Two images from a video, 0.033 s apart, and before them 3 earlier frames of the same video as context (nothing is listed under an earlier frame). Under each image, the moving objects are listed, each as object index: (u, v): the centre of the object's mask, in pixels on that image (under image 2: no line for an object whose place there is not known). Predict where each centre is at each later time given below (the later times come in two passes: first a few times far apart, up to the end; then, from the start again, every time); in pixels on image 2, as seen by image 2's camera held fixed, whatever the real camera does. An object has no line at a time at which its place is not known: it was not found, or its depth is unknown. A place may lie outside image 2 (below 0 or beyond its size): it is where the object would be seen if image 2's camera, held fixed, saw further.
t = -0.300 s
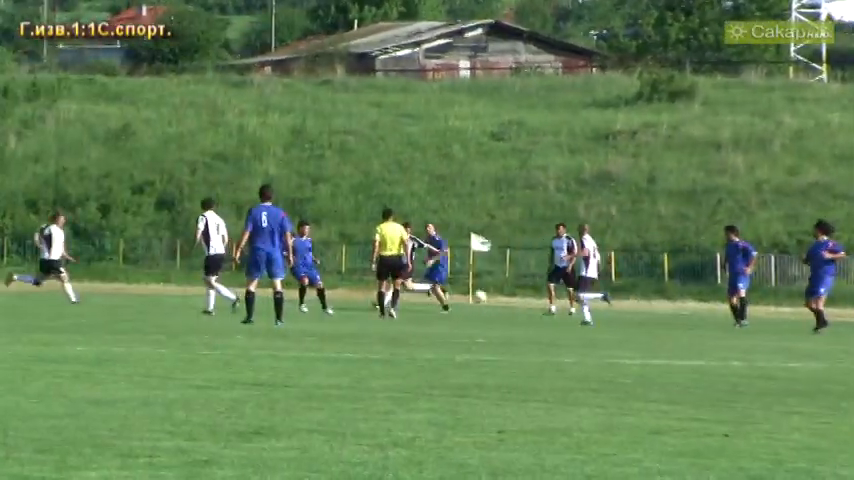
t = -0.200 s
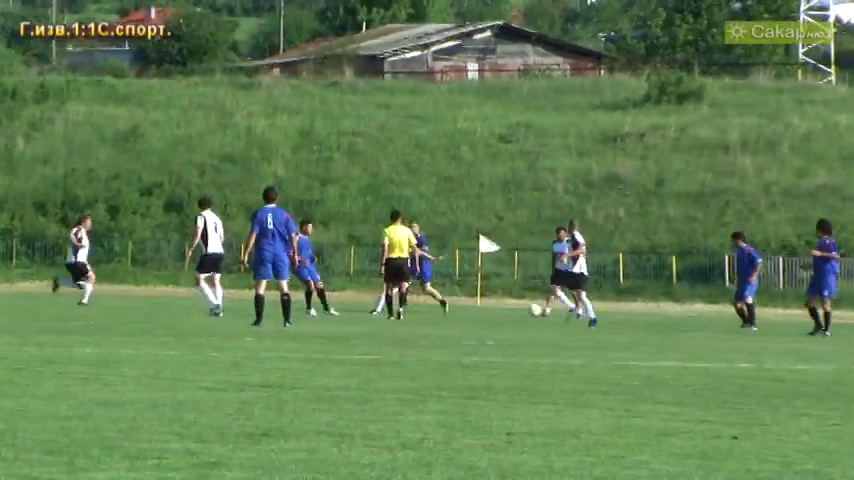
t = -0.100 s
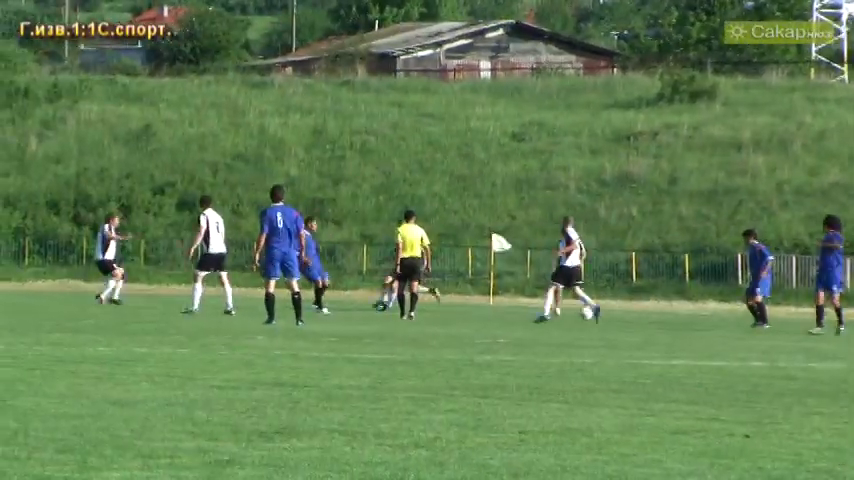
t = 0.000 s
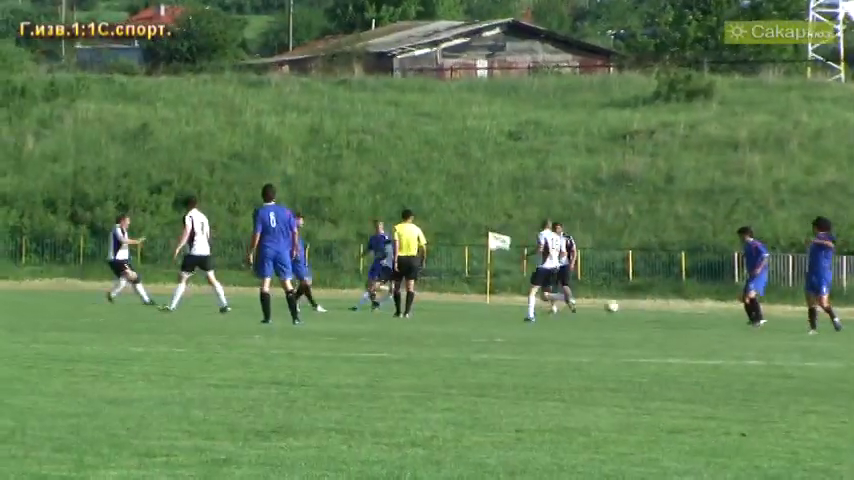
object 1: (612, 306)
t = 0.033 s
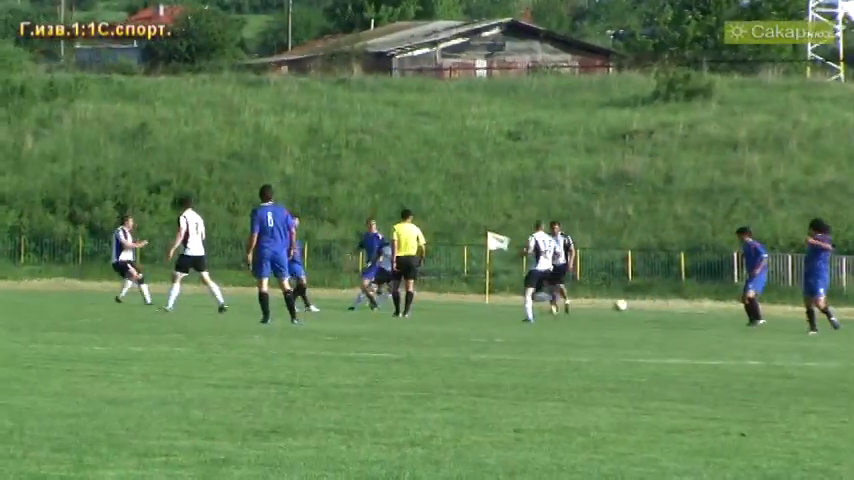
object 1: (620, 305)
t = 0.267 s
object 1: (687, 318)
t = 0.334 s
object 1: (702, 315)
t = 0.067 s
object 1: (629, 305)
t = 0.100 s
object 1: (639, 306)
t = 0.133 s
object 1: (649, 307)
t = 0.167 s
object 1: (658, 308)
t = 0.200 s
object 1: (668, 311)
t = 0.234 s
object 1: (678, 315)
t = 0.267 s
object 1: (687, 318)
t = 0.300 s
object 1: (695, 317)
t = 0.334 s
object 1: (702, 315)
